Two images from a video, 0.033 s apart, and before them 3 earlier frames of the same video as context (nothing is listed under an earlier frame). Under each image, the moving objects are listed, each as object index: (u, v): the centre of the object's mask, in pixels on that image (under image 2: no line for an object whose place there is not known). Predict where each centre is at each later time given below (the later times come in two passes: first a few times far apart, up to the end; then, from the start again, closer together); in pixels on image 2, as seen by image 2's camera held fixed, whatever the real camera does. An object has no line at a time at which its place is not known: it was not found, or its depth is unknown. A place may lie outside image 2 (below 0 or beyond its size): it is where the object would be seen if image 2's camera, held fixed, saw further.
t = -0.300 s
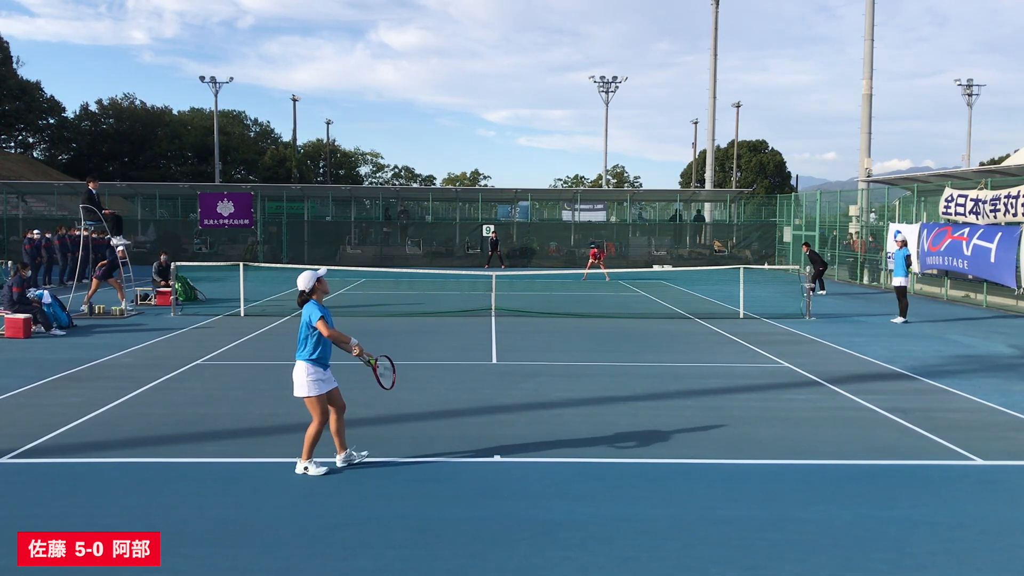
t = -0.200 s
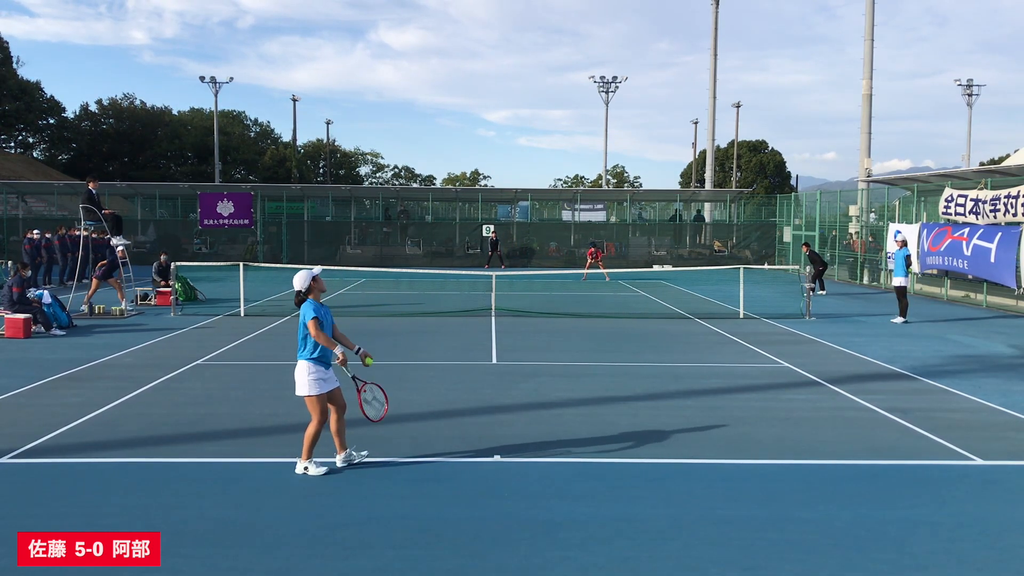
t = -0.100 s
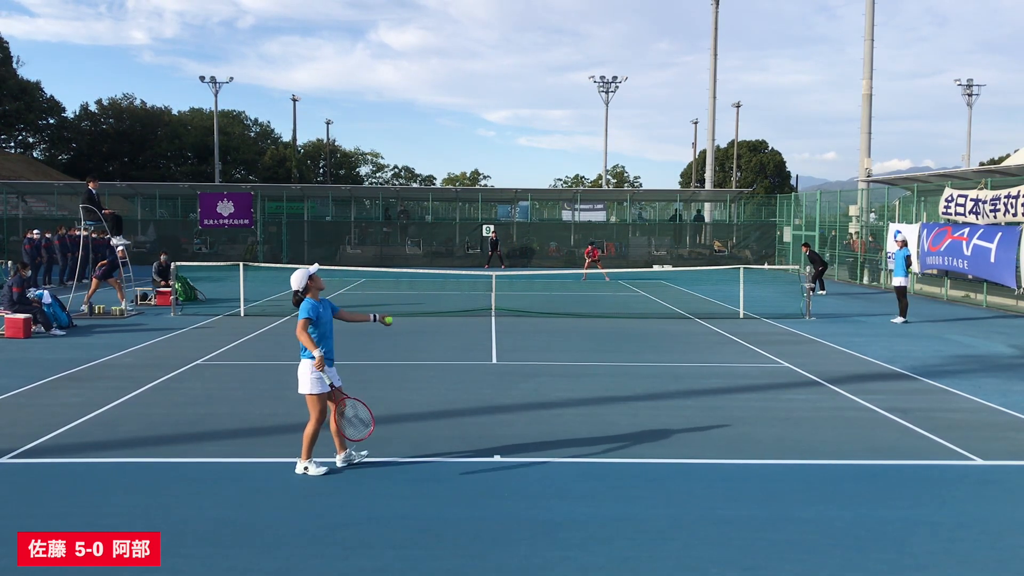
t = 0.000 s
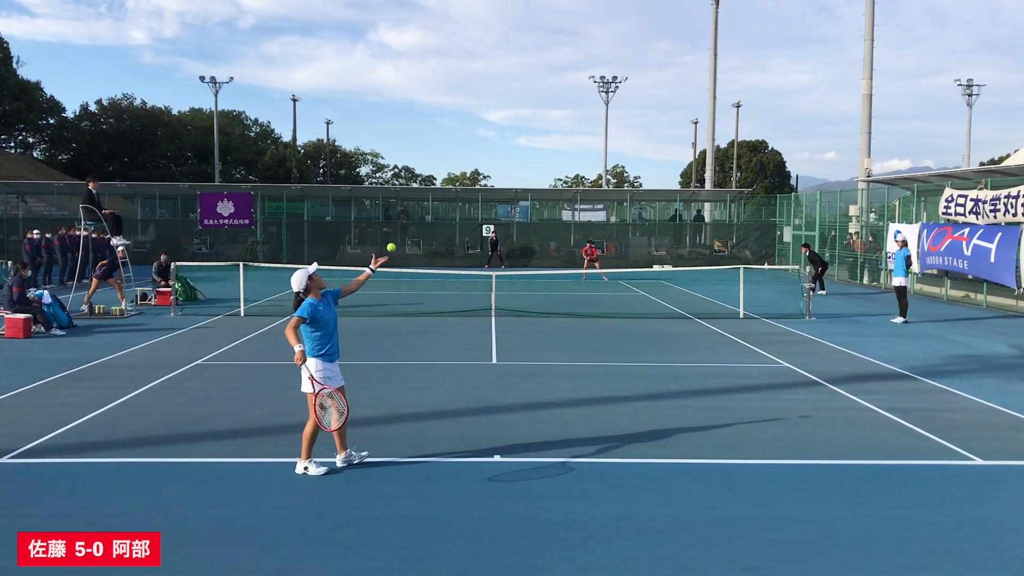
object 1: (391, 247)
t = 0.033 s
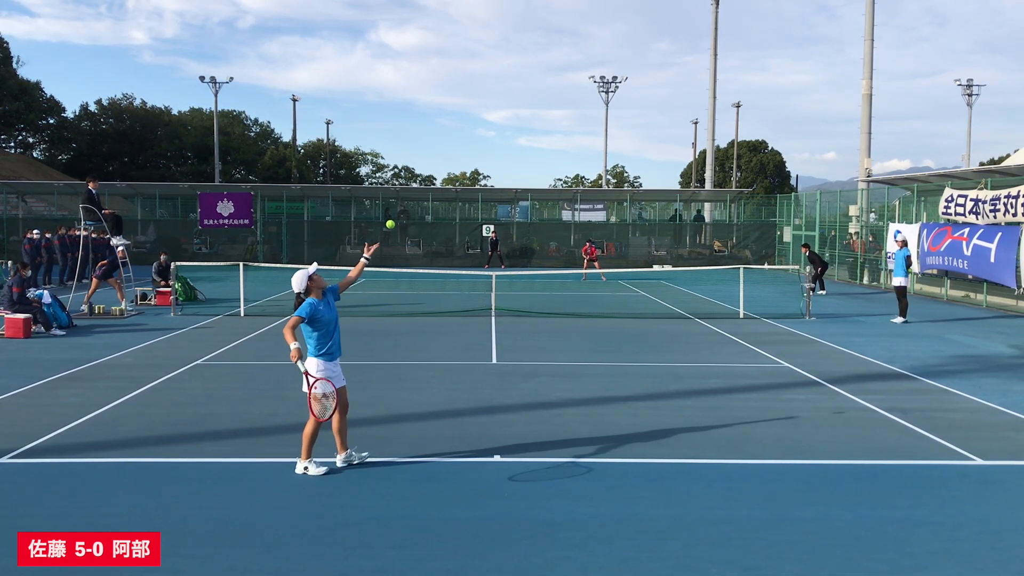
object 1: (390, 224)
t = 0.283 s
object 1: (384, 93)
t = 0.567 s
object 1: (378, 37)
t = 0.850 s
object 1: (372, 78)
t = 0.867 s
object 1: (371, 83)
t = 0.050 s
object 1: (390, 213)
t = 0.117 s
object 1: (388, 172)
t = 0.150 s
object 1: (387, 154)
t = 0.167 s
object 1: (387, 145)
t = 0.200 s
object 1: (386, 129)
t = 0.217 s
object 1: (386, 121)
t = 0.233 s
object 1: (386, 113)
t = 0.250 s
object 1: (385, 106)
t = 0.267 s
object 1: (385, 100)
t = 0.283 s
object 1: (384, 93)
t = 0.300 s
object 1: (384, 87)
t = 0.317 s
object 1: (384, 82)
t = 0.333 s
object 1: (383, 76)
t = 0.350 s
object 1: (383, 71)
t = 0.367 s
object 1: (383, 67)
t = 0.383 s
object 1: (382, 62)
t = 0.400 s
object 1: (382, 58)
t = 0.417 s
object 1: (382, 55)
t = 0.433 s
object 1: (381, 51)
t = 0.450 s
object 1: (381, 48)
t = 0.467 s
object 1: (380, 46)
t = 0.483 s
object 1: (380, 43)
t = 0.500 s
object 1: (379, 42)
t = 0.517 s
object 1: (379, 40)
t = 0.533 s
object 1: (379, 39)
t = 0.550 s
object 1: (379, 38)
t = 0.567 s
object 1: (378, 37)
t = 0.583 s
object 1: (378, 37)
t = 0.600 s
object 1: (377, 37)
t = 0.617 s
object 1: (377, 38)
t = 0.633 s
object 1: (377, 38)
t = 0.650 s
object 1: (376, 39)
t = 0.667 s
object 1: (376, 41)
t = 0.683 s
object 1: (375, 42)
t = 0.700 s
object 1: (375, 44)
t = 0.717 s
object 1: (375, 47)
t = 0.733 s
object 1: (374, 50)
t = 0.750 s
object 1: (374, 53)
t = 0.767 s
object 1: (374, 56)
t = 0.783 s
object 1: (373, 60)
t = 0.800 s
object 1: (373, 64)
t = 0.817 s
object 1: (372, 68)
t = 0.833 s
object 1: (372, 73)
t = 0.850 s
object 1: (372, 78)
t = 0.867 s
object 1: (371, 83)
